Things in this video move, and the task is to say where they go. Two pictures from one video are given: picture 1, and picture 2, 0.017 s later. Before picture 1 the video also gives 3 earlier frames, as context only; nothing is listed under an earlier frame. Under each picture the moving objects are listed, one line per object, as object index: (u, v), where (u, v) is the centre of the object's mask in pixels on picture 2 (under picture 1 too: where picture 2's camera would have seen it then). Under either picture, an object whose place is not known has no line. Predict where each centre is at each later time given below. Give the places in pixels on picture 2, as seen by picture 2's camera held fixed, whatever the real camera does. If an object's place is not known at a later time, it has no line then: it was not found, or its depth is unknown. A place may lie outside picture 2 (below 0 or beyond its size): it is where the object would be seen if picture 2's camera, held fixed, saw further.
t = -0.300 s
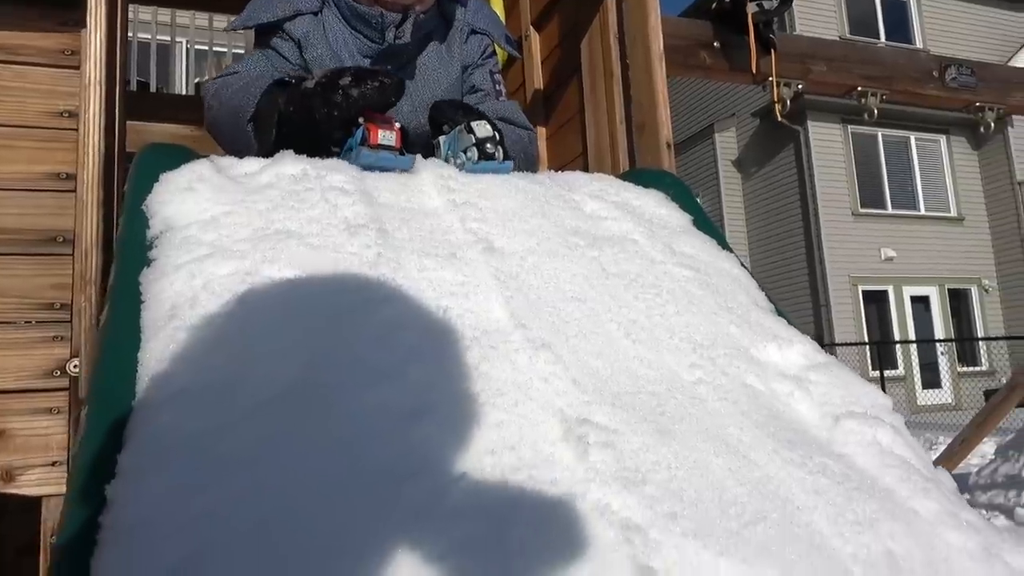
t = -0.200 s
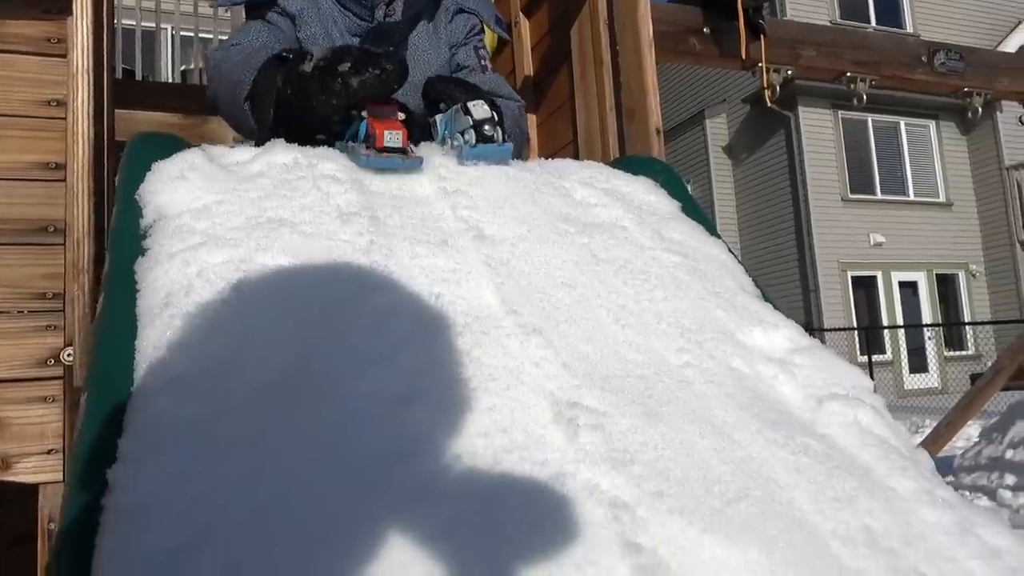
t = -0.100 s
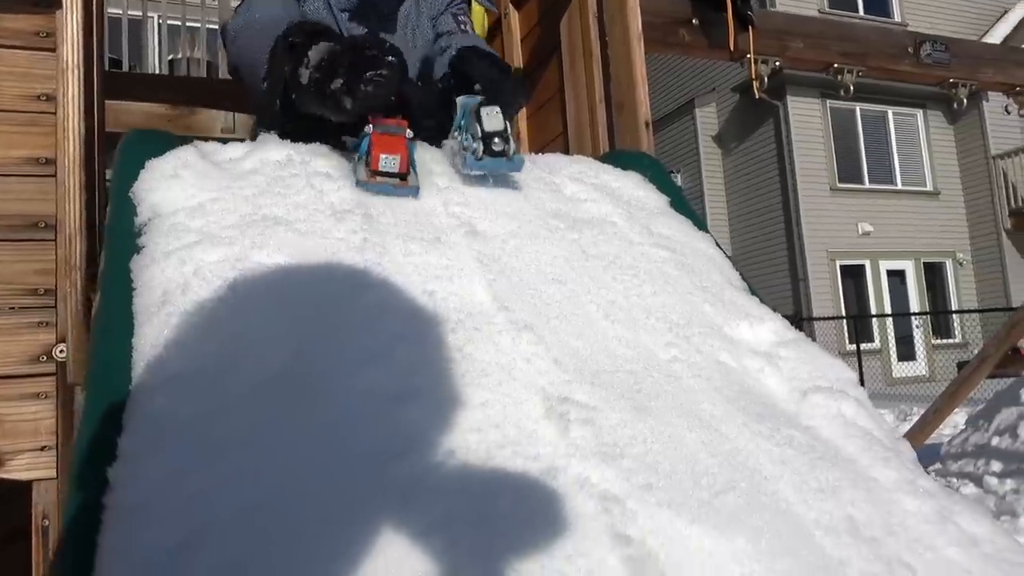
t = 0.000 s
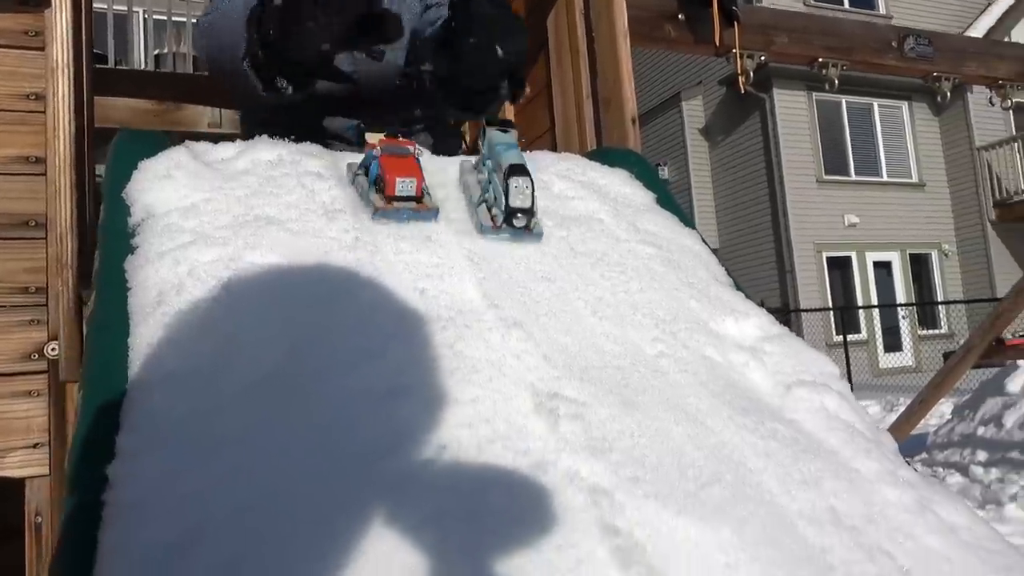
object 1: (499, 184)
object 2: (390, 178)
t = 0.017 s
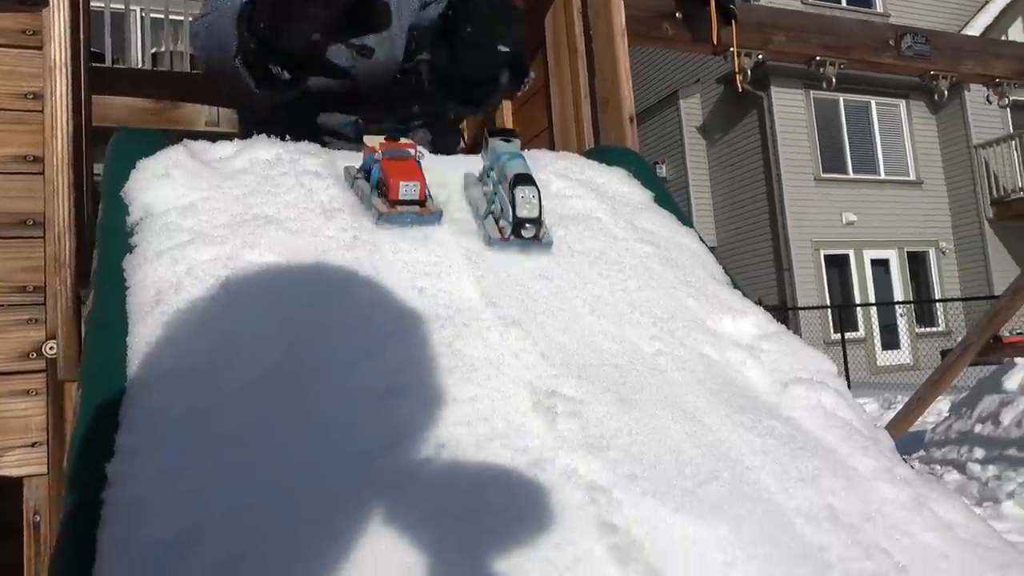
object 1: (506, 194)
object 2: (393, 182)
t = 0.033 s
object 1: (515, 208)
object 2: (396, 186)
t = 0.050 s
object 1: (525, 218)
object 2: (398, 190)
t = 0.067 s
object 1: (536, 232)
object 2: (401, 195)
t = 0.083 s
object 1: (547, 246)
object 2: (405, 202)
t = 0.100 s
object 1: (560, 262)
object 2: (409, 209)
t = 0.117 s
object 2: (413, 217)
